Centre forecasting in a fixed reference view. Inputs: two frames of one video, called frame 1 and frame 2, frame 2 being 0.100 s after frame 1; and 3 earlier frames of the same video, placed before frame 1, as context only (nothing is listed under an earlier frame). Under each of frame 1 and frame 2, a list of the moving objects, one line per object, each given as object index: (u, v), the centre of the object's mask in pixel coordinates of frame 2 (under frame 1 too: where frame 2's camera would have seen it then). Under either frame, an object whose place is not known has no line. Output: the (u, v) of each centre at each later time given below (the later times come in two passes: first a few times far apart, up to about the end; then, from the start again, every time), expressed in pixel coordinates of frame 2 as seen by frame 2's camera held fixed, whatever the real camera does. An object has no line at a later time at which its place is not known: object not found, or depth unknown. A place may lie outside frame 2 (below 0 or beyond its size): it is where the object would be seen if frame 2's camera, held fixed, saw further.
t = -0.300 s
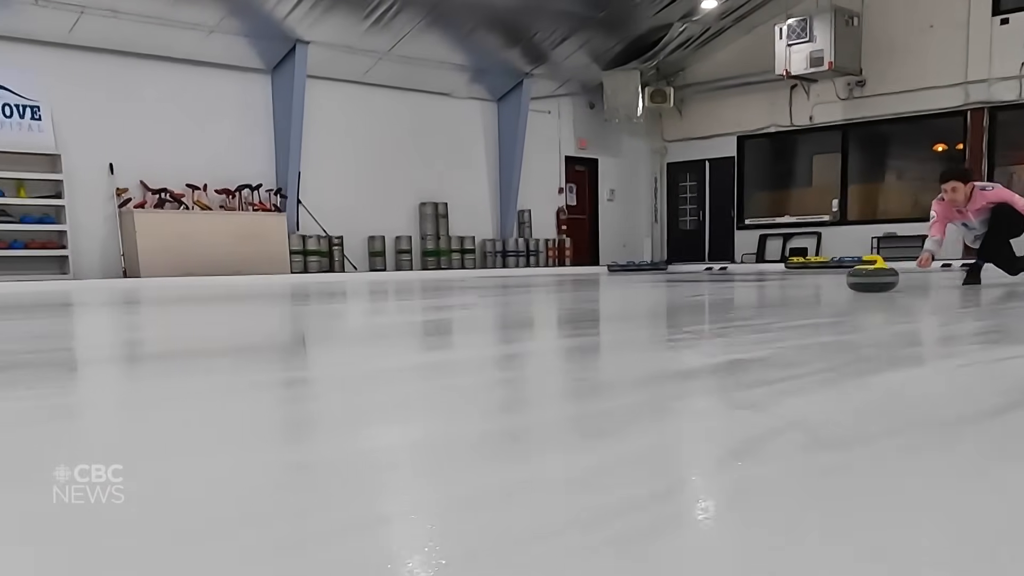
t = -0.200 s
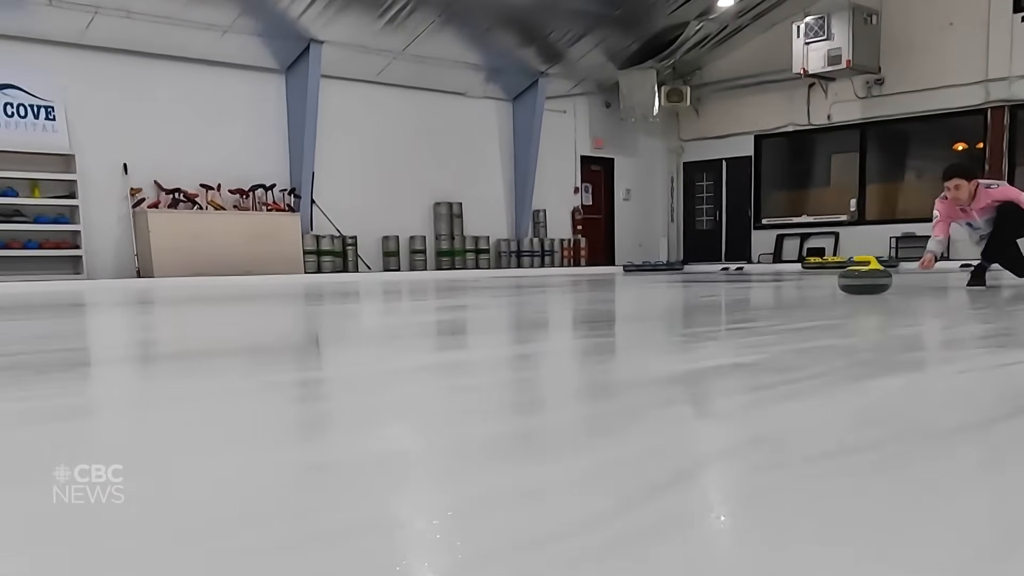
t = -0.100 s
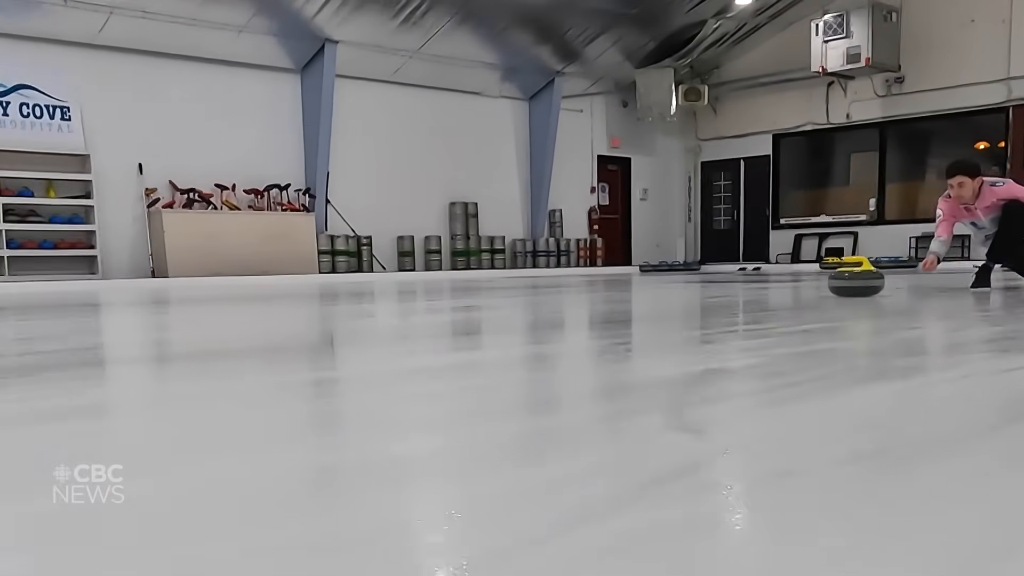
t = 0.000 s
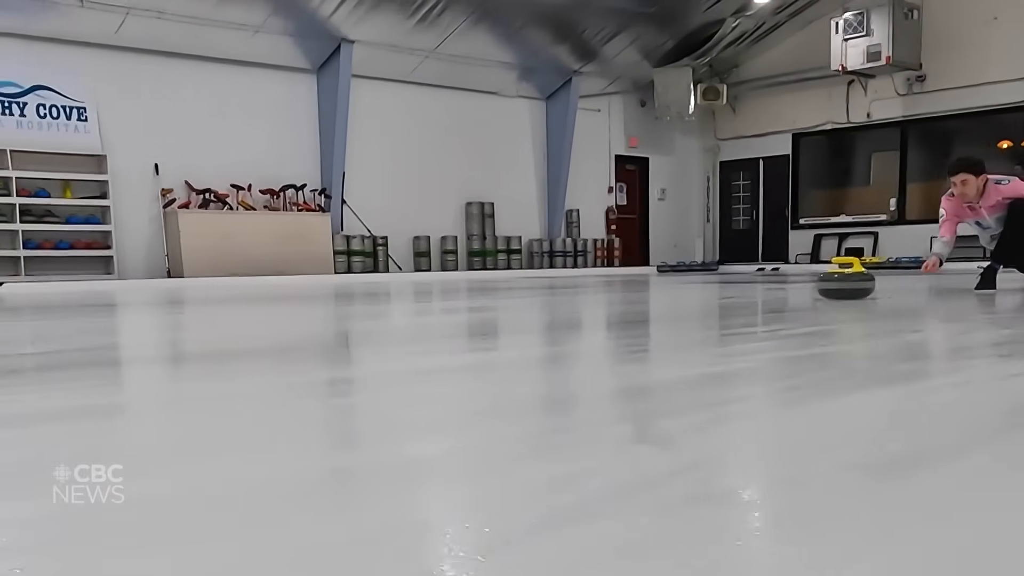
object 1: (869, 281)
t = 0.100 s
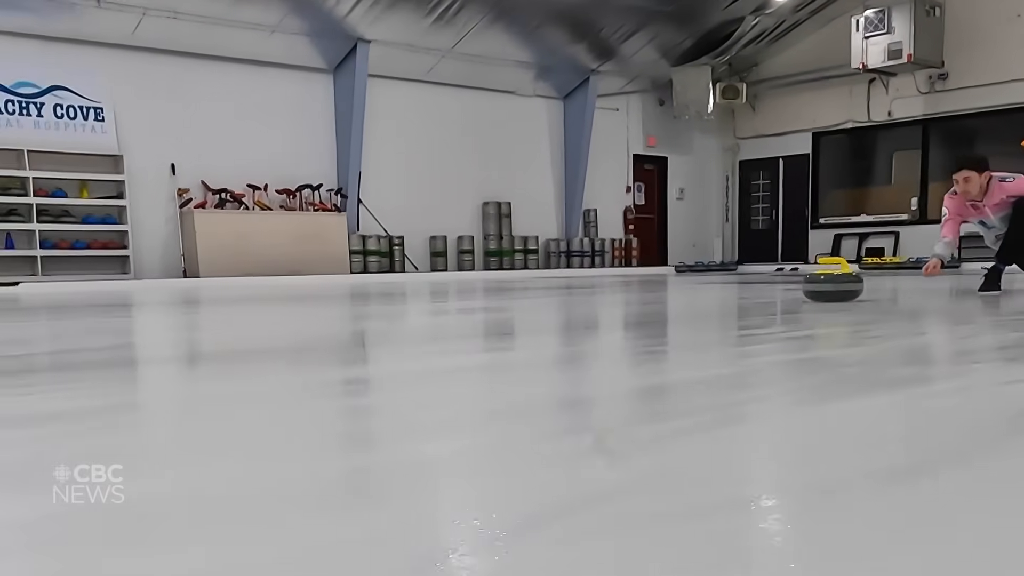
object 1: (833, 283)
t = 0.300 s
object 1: (757, 285)
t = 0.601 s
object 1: (629, 290)
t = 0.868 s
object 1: (491, 297)
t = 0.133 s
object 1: (821, 283)
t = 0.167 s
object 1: (808, 283)
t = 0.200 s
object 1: (795, 283)
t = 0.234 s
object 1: (783, 283)
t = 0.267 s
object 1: (770, 284)
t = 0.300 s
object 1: (757, 285)
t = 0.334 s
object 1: (744, 285)
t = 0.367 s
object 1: (730, 286)
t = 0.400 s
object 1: (716, 286)
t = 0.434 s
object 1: (702, 286)
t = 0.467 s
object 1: (688, 287)
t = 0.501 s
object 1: (674, 288)
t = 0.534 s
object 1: (659, 289)
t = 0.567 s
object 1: (644, 289)
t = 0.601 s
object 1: (629, 290)
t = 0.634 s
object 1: (613, 291)
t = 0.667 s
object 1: (597, 291)
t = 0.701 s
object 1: (580, 293)
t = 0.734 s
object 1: (563, 293)
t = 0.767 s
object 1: (546, 294)
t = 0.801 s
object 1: (528, 295)
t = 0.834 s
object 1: (510, 296)
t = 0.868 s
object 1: (491, 297)
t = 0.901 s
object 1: (472, 298)
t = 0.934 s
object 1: (452, 299)
